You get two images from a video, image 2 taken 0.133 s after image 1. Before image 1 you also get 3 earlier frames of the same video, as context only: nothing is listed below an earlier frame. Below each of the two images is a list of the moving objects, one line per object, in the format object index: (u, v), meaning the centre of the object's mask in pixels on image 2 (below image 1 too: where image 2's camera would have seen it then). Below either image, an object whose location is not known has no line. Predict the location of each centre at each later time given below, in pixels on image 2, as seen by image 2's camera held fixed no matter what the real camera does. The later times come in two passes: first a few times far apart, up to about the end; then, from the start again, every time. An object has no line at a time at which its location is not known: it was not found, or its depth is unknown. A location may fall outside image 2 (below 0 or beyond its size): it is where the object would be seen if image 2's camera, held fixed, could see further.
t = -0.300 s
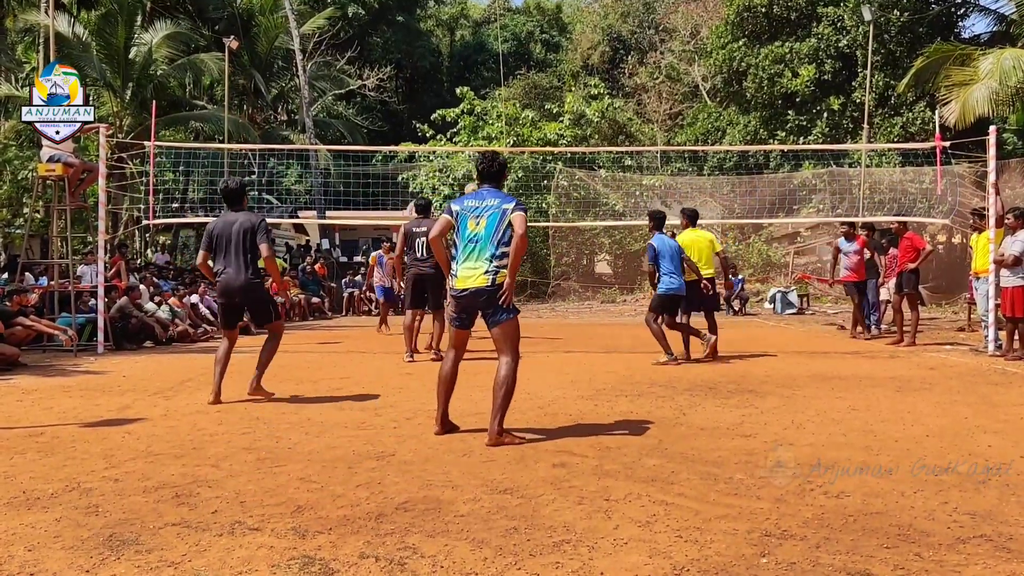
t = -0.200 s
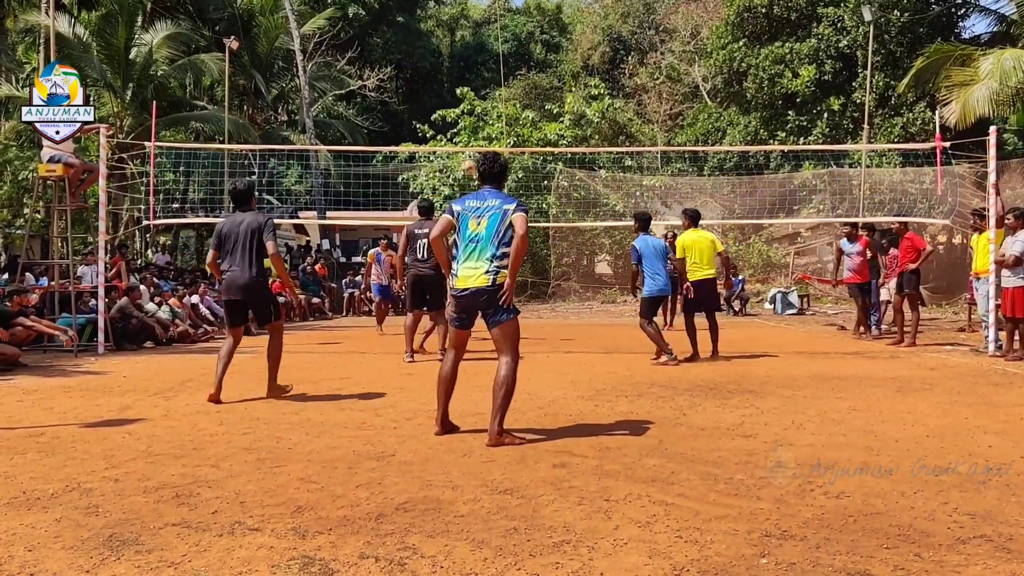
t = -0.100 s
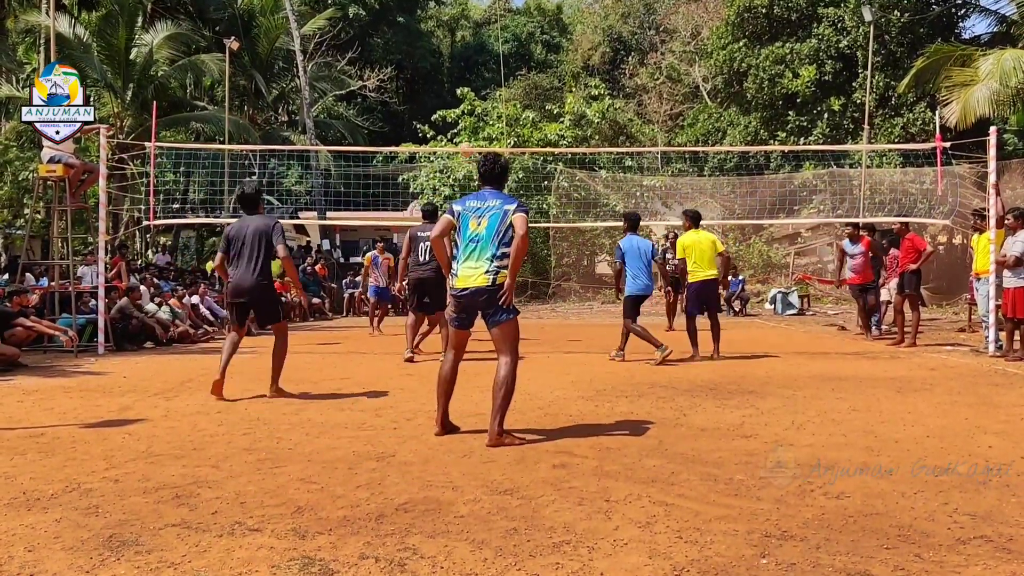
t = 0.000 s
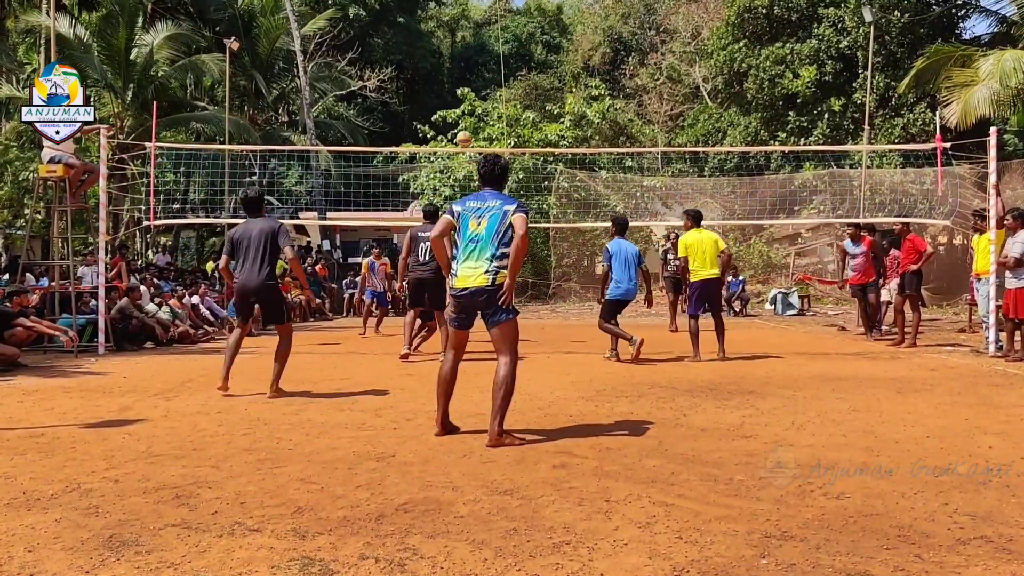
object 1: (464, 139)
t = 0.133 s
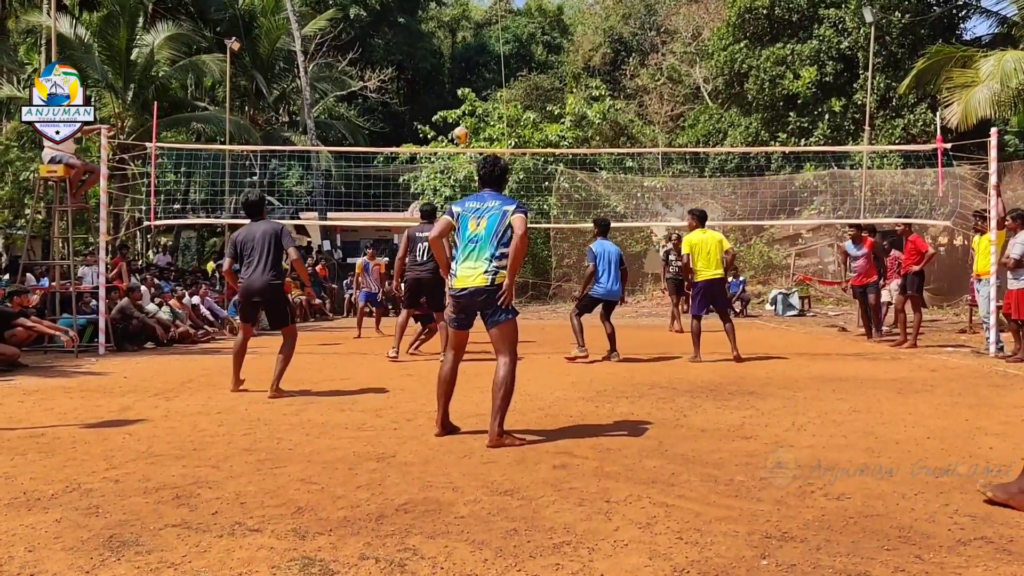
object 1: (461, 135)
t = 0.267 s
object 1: (457, 141)
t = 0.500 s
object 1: (452, 191)
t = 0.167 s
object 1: (460, 135)
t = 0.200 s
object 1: (458, 137)
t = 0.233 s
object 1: (458, 139)
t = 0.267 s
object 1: (457, 141)
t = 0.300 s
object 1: (456, 144)
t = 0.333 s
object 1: (455, 152)
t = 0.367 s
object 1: (454, 158)
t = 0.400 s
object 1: (454, 164)
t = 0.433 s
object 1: (453, 172)
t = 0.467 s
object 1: (452, 181)
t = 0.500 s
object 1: (452, 191)
